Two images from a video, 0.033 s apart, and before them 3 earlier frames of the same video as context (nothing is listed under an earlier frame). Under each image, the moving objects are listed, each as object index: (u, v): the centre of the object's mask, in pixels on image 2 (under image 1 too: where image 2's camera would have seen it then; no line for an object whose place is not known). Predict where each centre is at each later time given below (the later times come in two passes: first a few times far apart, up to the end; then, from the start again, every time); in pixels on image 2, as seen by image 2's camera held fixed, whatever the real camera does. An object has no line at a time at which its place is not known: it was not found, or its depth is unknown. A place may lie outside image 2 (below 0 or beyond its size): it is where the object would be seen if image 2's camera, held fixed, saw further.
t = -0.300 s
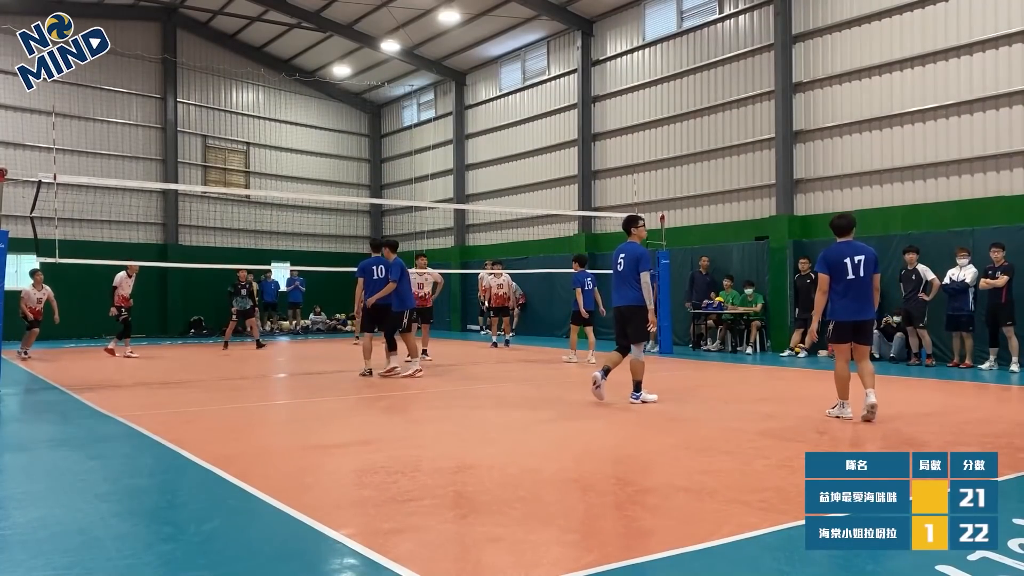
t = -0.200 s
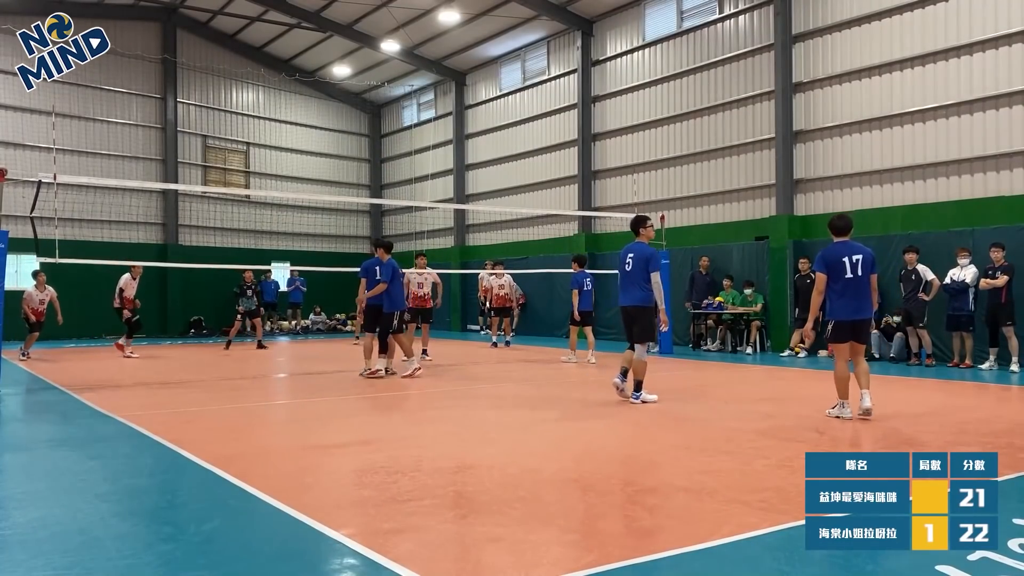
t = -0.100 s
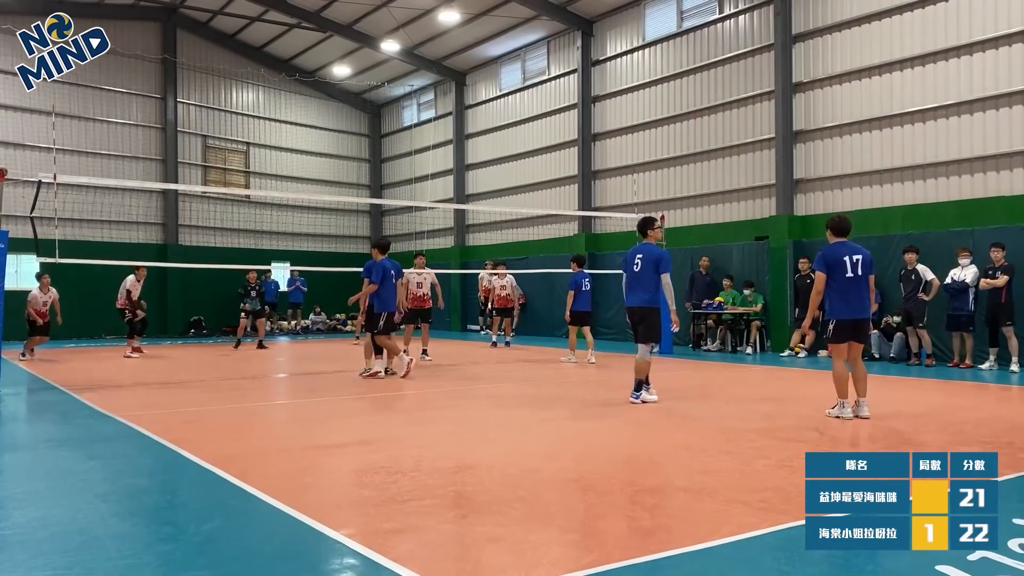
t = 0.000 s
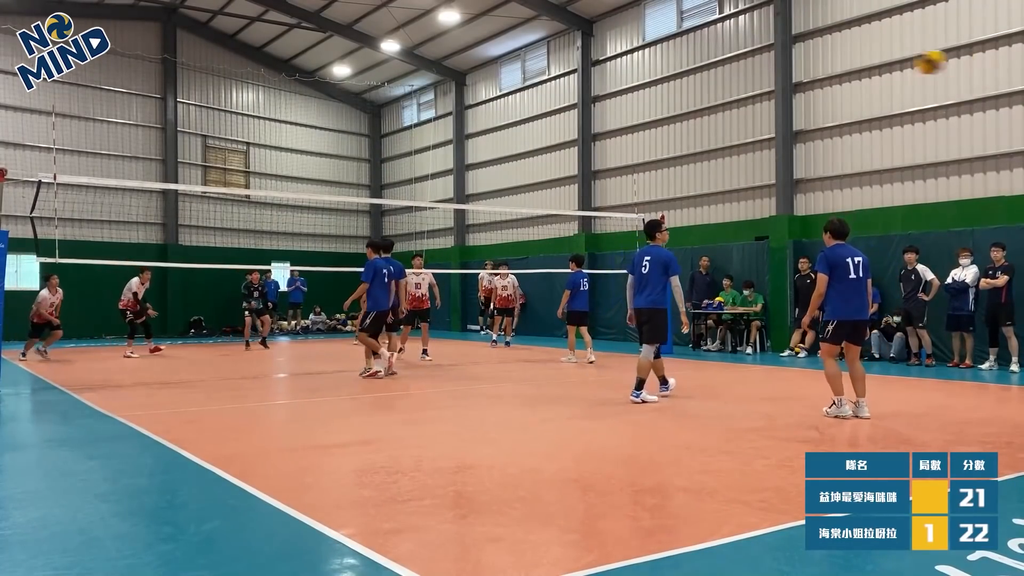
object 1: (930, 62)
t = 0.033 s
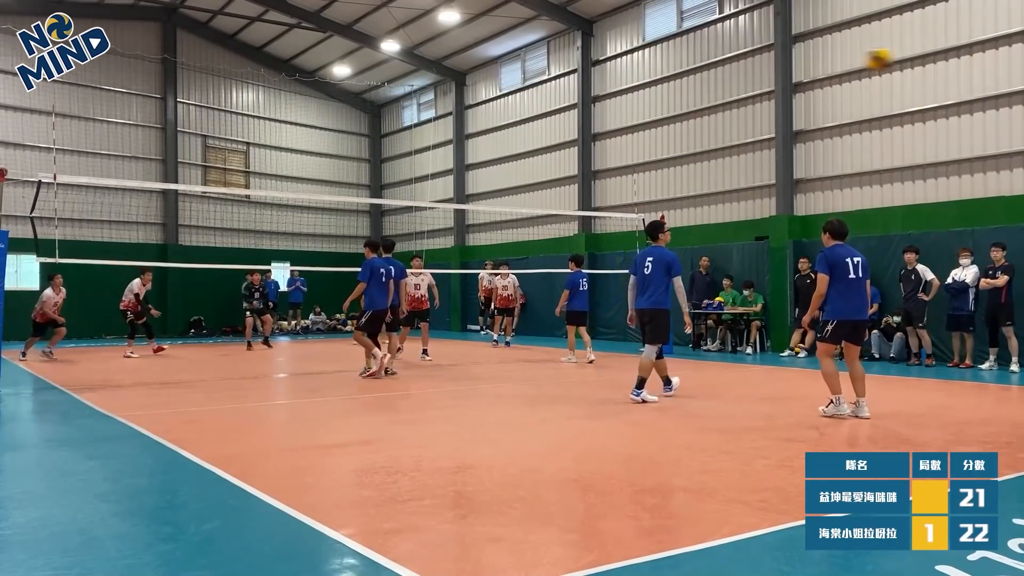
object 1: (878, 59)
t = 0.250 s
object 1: (634, 63)
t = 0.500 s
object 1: (467, 96)
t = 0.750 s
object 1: (370, 152)
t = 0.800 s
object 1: (355, 164)
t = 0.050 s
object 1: (855, 58)
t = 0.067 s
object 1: (832, 58)
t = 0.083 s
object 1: (810, 57)
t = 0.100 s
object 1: (789, 56)
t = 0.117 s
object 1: (771, 56)
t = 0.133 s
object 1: (750, 57)
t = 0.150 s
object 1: (731, 57)
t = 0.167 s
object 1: (714, 57)
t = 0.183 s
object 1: (697, 58)
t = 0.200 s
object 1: (681, 59)
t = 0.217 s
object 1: (664, 60)
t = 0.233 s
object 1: (648, 61)
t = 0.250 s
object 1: (634, 63)
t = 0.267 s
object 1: (619, 64)
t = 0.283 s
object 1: (606, 66)
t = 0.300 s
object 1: (592, 67)
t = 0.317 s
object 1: (581, 68)
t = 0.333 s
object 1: (569, 70)
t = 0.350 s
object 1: (556, 72)
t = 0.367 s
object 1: (545, 74)
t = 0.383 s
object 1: (535, 77)
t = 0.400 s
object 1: (524, 79)
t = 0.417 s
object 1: (514, 82)
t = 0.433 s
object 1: (504, 85)
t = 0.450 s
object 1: (495, 87)
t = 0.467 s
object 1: (486, 90)
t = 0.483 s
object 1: (476, 94)
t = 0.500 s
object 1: (467, 96)
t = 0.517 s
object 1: (460, 99)
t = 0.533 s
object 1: (453, 103)
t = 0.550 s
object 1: (445, 107)
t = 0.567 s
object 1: (437, 109)
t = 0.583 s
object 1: (430, 113)
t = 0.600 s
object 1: (423, 118)
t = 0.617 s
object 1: (417, 121)
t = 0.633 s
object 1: (411, 125)
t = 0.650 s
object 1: (404, 129)
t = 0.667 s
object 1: (397, 133)
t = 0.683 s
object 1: (391, 136)
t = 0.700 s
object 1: (386, 139)
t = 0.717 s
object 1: (380, 144)
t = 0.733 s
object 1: (375, 148)
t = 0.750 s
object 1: (370, 152)
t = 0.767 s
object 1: (365, 156)
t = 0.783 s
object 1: (359, 161)
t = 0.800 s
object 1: (355, 164)
